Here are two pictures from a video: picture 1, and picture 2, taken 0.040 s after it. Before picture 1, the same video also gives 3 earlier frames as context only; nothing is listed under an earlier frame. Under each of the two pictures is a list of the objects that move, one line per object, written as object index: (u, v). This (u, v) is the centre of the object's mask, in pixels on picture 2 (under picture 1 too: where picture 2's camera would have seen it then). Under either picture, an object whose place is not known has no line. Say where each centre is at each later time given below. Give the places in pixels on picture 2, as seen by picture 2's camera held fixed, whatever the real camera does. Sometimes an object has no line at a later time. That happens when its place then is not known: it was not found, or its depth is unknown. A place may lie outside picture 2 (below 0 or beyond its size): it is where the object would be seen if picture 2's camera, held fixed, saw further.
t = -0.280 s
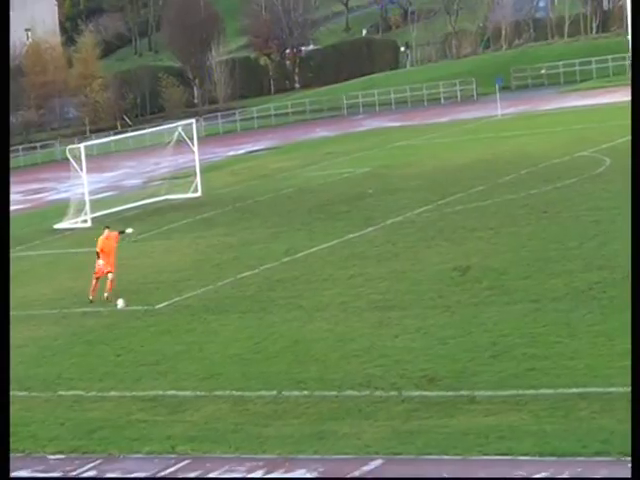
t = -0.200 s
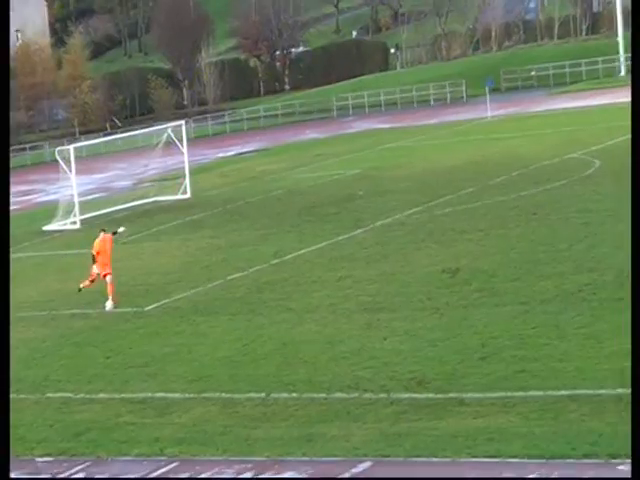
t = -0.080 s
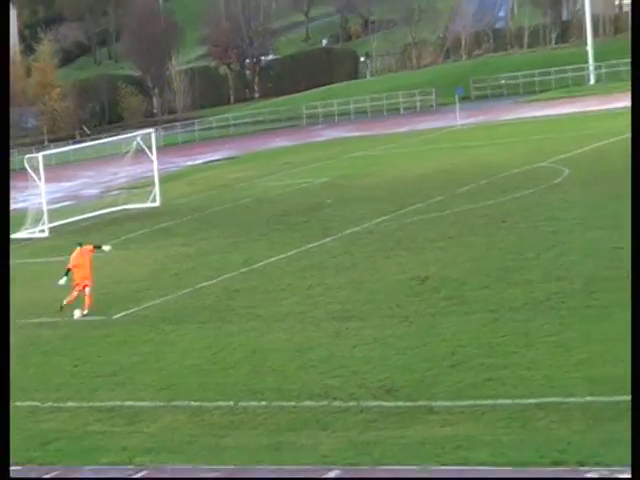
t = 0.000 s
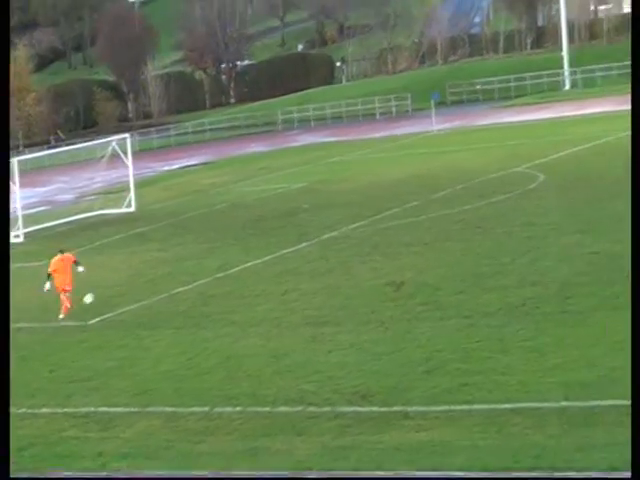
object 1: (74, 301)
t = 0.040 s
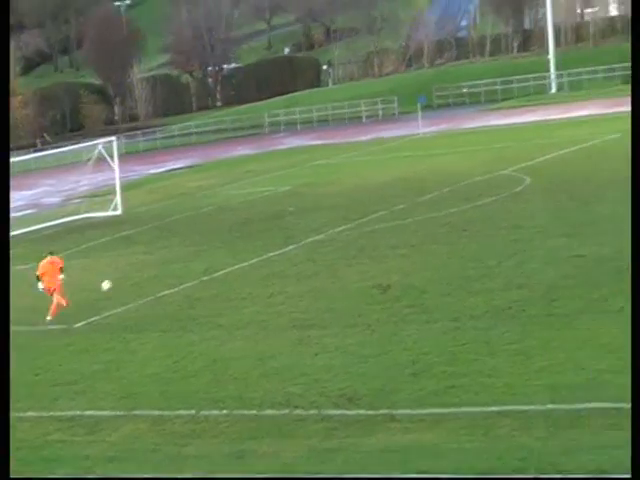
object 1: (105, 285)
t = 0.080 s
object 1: (137, 268)
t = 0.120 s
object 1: (169, 252)
